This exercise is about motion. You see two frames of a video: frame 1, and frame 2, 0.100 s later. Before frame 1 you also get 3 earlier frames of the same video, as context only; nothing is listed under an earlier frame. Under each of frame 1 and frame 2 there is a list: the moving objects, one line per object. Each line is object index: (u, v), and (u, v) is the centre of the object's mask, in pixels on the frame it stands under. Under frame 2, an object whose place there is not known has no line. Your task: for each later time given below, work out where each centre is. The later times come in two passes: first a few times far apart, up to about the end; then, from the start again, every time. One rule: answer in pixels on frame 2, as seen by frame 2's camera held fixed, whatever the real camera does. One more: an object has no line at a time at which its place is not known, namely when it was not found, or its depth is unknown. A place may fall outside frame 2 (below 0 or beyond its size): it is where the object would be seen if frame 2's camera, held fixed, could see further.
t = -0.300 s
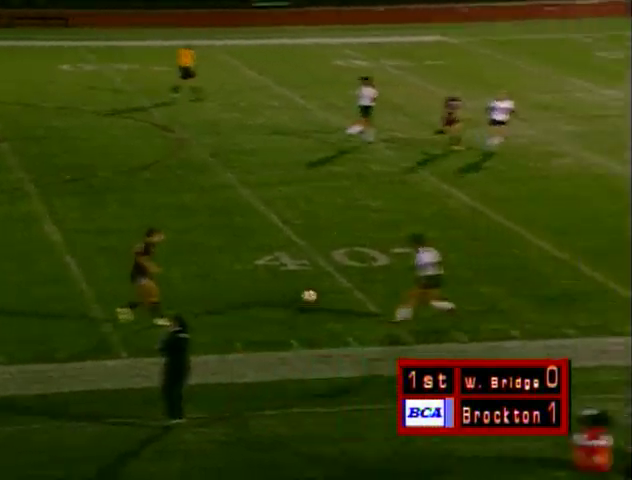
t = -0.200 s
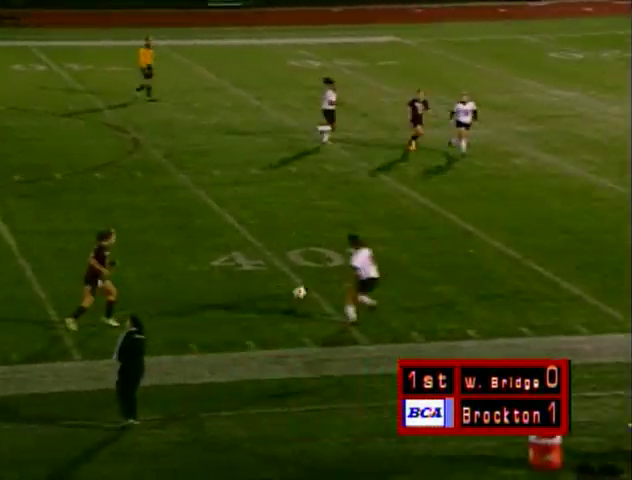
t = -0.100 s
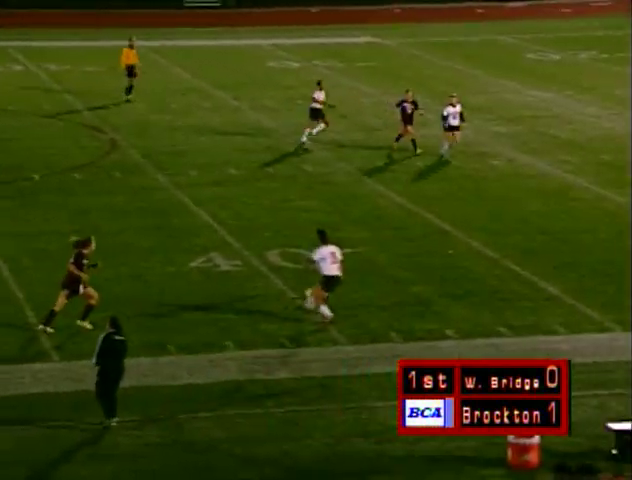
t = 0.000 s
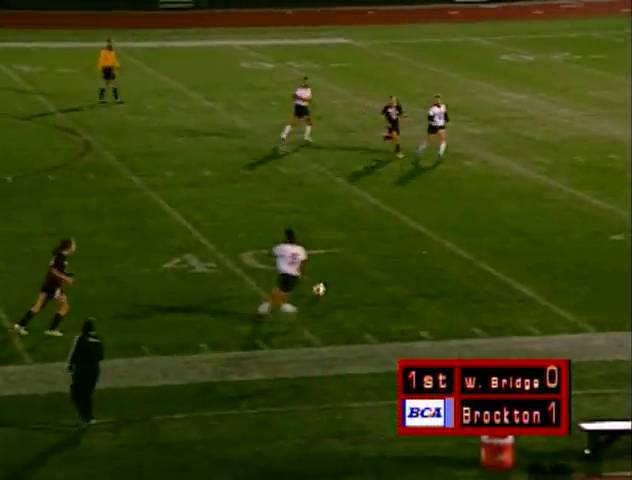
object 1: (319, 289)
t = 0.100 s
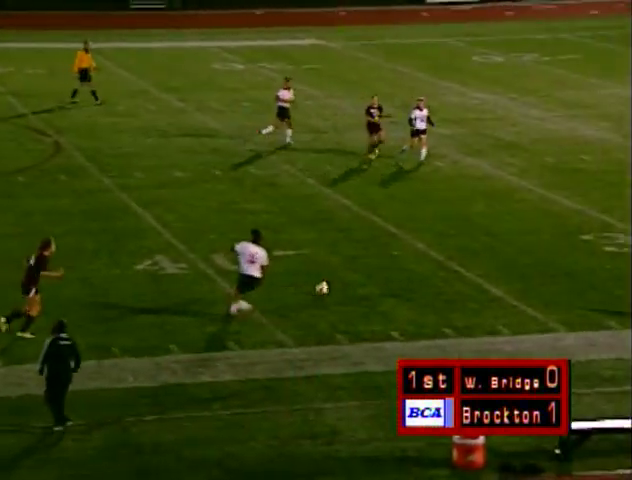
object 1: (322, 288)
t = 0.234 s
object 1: (362, 283)
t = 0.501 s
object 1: (438, 274)
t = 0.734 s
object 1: (498, 269)
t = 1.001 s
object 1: (563, 262)
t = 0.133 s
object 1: (332, 286)
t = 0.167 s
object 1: (343, 285)
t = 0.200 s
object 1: (352, 283)
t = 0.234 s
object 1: (362, 283)
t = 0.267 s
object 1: (373, 282)
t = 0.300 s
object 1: (382, 281)
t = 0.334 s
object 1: (392, 278)
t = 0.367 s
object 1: (401, 278)
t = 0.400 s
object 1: (410, 278)
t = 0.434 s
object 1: (420, 277)
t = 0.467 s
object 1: (429, 275)
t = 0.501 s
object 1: (438, 274)
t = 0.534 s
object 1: (447, 273)
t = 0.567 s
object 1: (455, 273)
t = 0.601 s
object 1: (464, 273)
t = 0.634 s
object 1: (473, 271)
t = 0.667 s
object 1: (482, 270)
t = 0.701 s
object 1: (490, 269)
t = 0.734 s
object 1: (498, 269)
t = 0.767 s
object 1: (507, 268)
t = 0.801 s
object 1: (515, 267)
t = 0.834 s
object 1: (523, 265)
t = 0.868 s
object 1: (531, 265)
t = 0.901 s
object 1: (539, 265)
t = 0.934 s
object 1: (547, 263)
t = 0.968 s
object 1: (556, 262)
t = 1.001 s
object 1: (563, 262)
